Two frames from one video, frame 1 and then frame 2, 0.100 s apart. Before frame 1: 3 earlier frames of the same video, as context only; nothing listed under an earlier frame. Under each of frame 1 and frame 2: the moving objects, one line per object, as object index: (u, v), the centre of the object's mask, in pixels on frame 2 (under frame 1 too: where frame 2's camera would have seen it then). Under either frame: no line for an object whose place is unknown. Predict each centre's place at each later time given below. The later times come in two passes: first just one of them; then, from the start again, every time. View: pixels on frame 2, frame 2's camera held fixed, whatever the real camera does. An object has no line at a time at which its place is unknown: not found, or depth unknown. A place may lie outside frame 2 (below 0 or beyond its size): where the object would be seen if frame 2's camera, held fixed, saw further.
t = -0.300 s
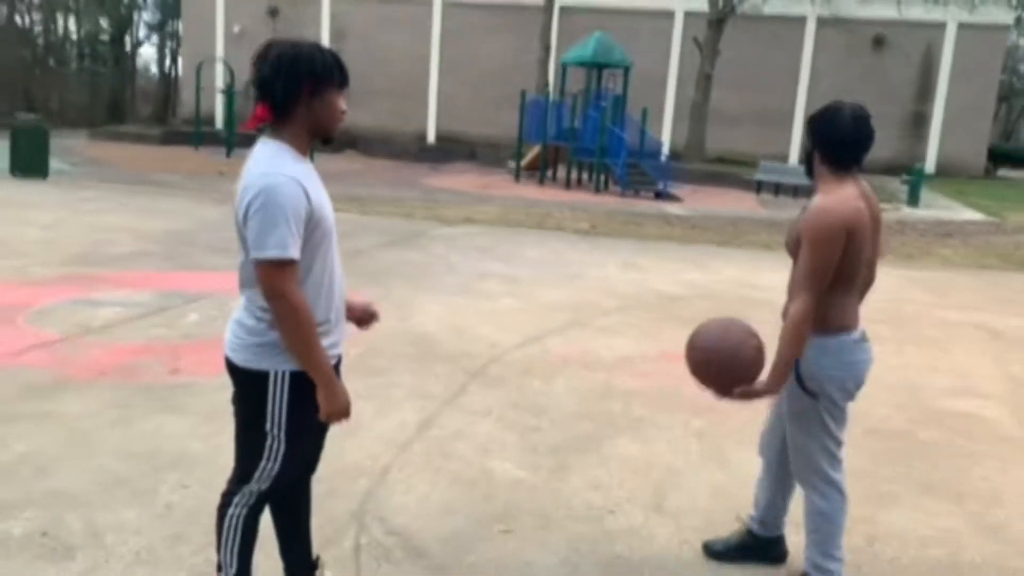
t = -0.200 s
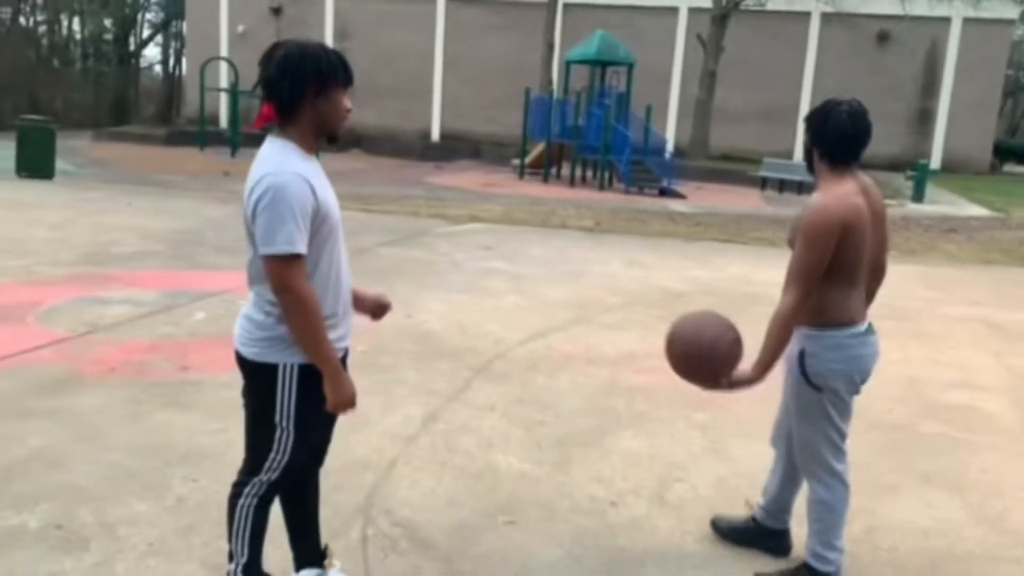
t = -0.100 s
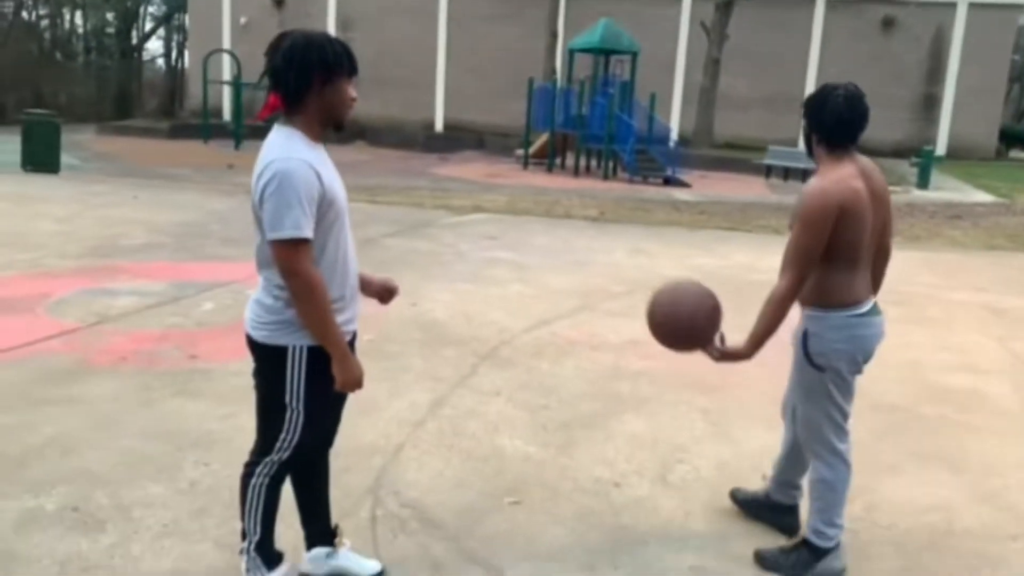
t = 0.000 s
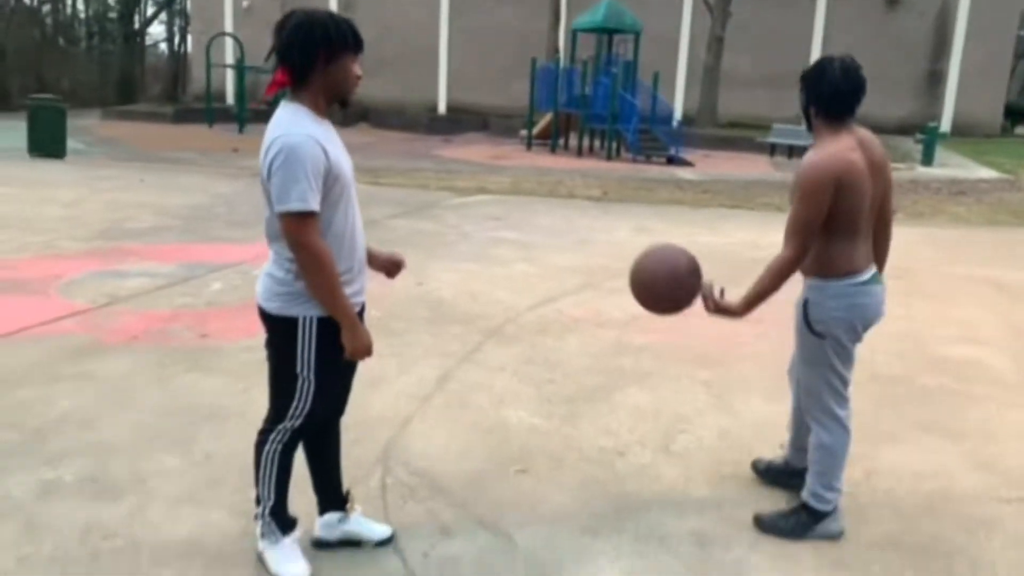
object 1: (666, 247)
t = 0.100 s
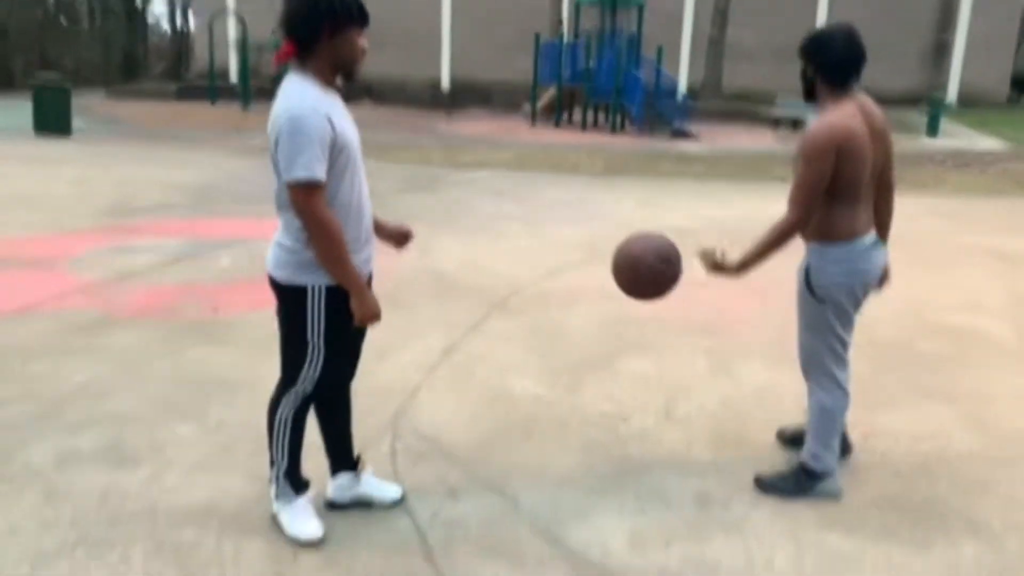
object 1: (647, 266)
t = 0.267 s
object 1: (612, 355)
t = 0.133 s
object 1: (640, 278)
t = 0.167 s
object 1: (633, 294)
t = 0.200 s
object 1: (626, 311)
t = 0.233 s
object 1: (619, 332)
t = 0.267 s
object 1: (612, 355)
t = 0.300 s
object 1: (605, 379)
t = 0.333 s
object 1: (597, 406)
